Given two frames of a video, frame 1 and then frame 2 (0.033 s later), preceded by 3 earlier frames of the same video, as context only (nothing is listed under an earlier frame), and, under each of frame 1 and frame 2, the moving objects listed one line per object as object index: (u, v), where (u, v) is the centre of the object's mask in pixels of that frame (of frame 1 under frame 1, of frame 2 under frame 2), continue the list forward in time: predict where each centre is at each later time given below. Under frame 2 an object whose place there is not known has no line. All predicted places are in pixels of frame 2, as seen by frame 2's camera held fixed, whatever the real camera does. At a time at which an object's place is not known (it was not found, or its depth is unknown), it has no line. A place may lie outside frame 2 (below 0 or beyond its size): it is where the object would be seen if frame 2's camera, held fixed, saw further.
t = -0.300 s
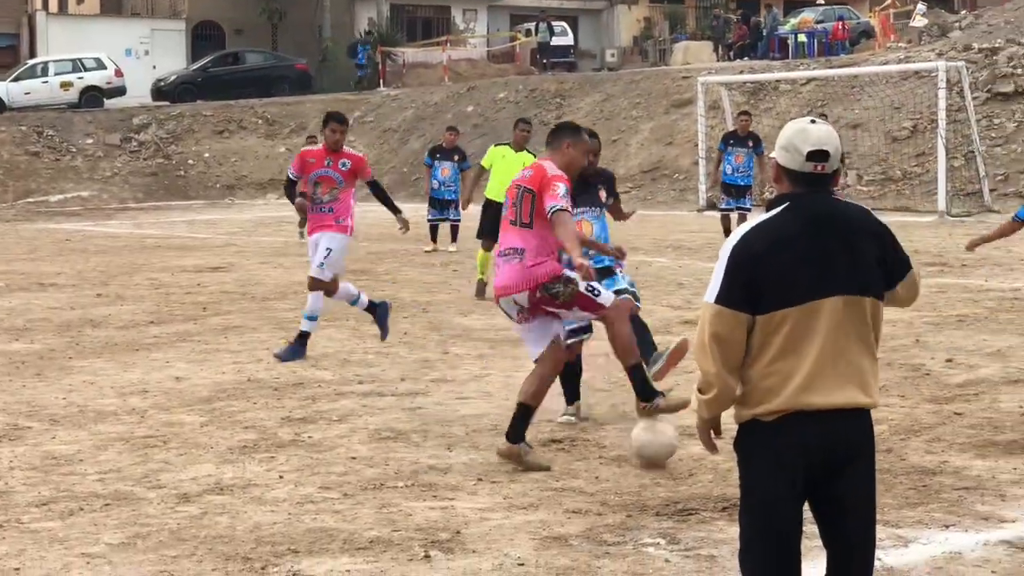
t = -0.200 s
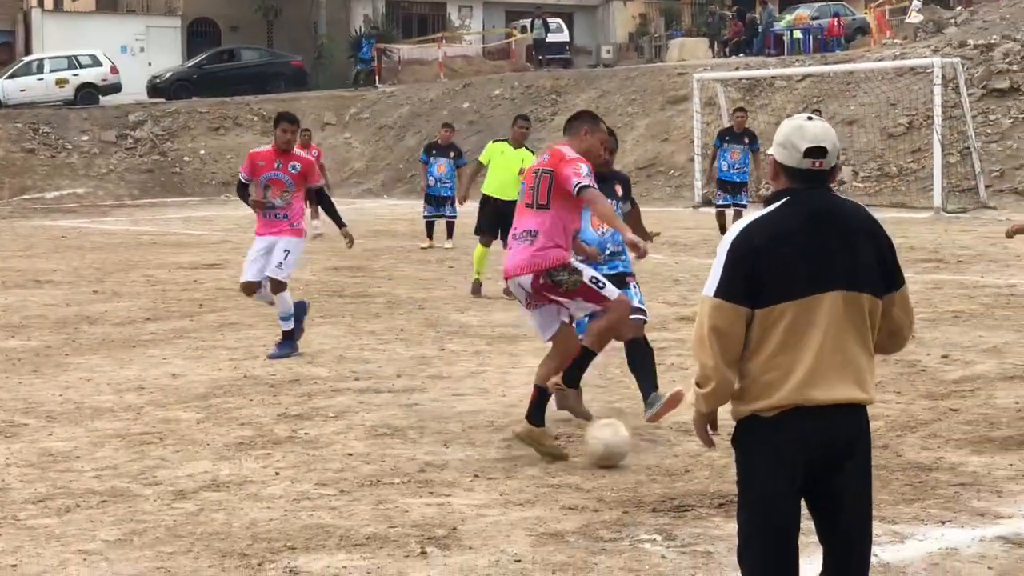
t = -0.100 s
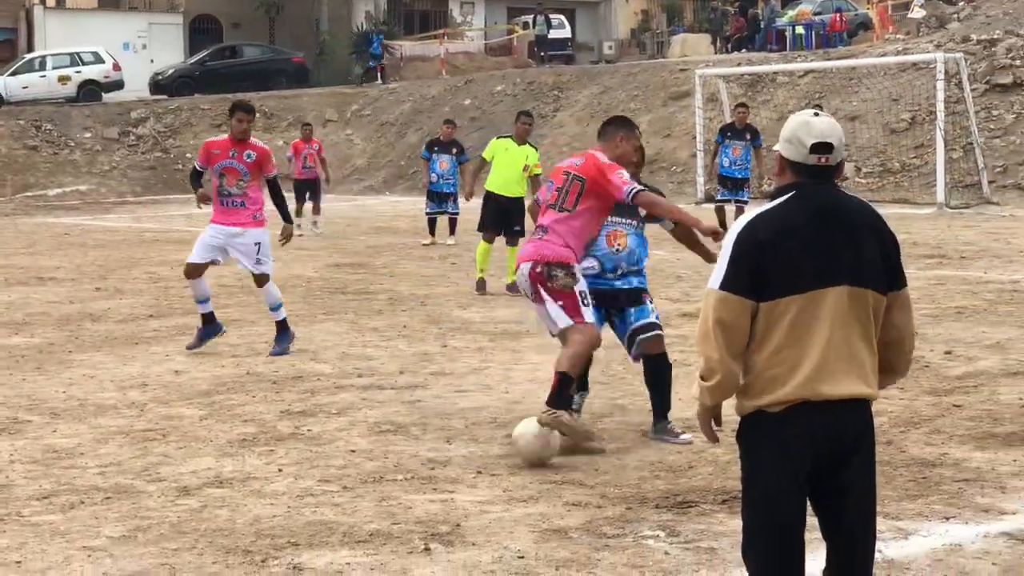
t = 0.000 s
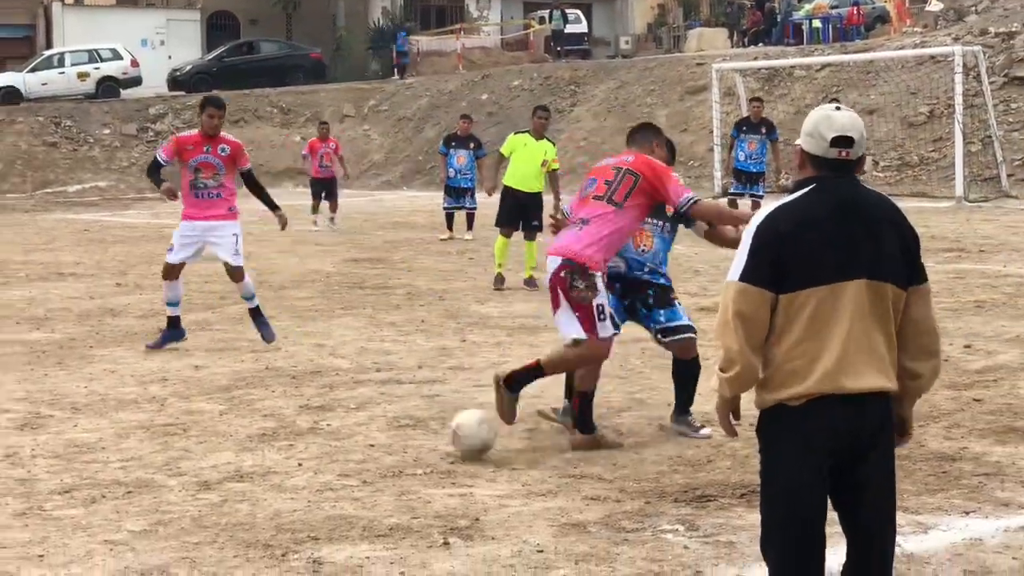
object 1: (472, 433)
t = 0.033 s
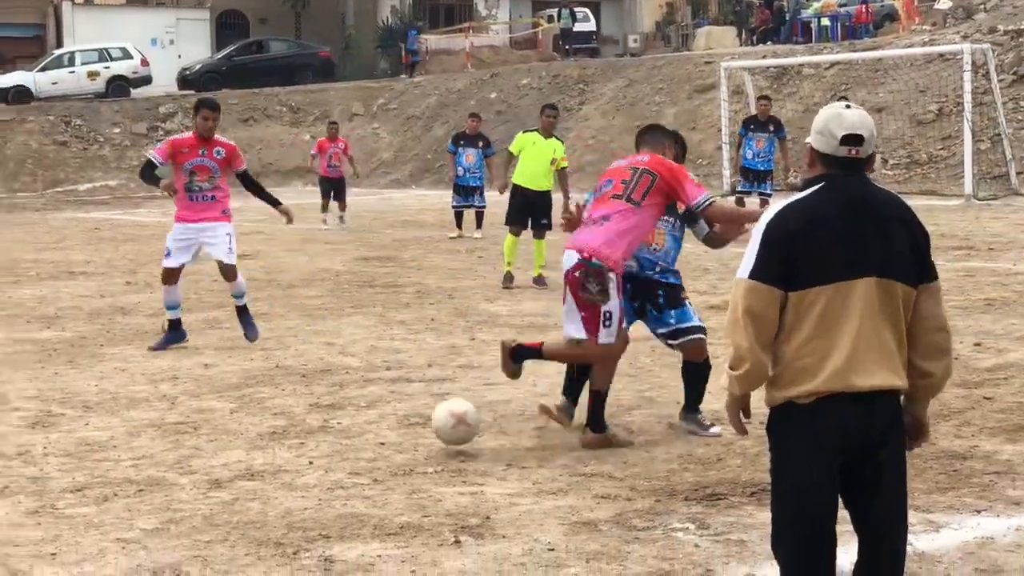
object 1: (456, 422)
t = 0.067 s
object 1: (429, 415)
